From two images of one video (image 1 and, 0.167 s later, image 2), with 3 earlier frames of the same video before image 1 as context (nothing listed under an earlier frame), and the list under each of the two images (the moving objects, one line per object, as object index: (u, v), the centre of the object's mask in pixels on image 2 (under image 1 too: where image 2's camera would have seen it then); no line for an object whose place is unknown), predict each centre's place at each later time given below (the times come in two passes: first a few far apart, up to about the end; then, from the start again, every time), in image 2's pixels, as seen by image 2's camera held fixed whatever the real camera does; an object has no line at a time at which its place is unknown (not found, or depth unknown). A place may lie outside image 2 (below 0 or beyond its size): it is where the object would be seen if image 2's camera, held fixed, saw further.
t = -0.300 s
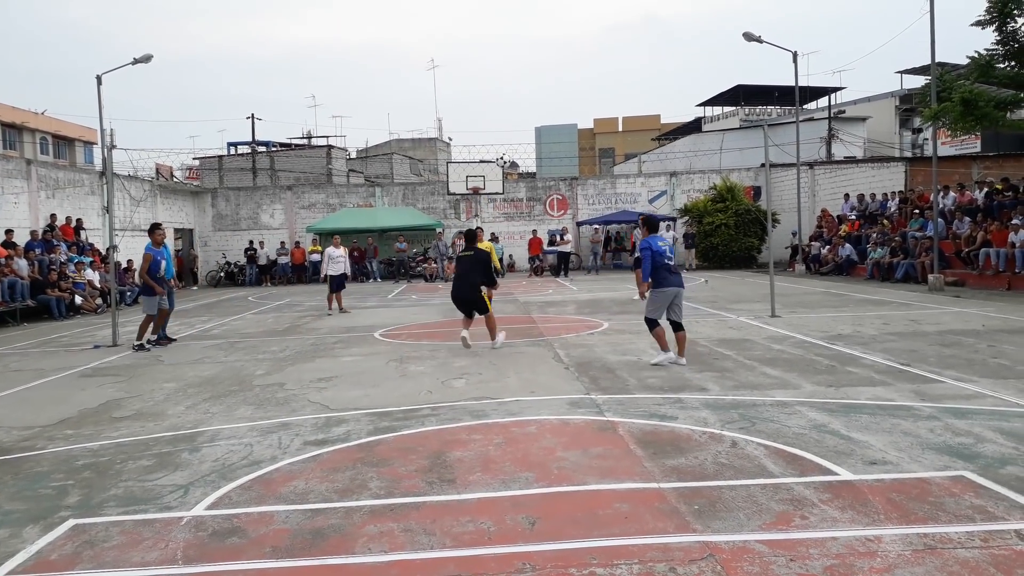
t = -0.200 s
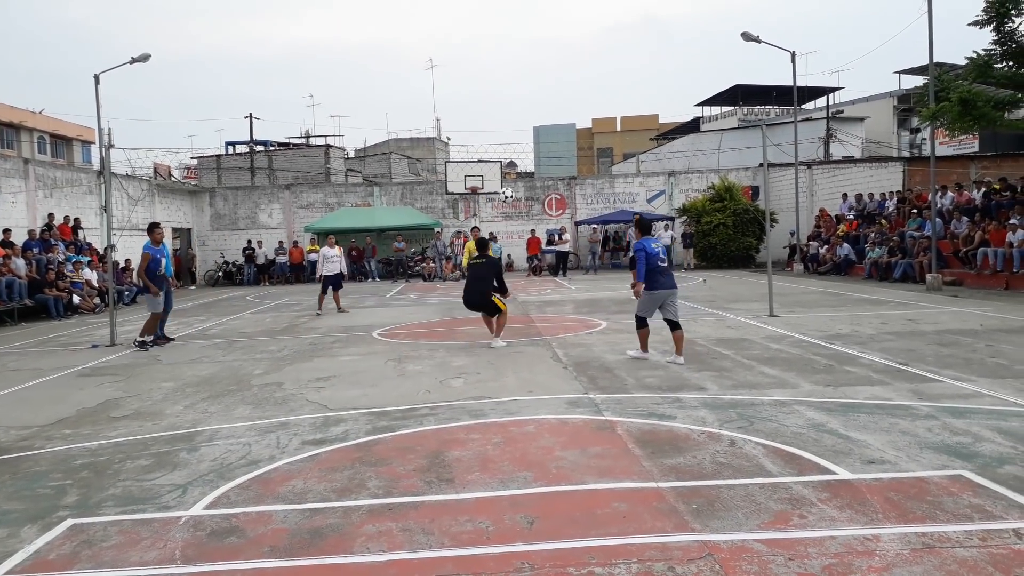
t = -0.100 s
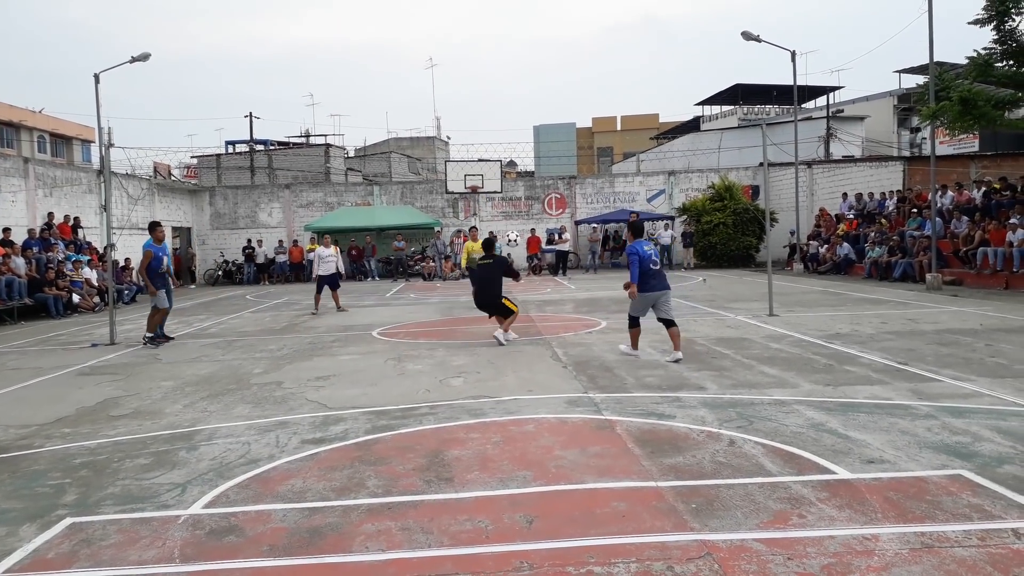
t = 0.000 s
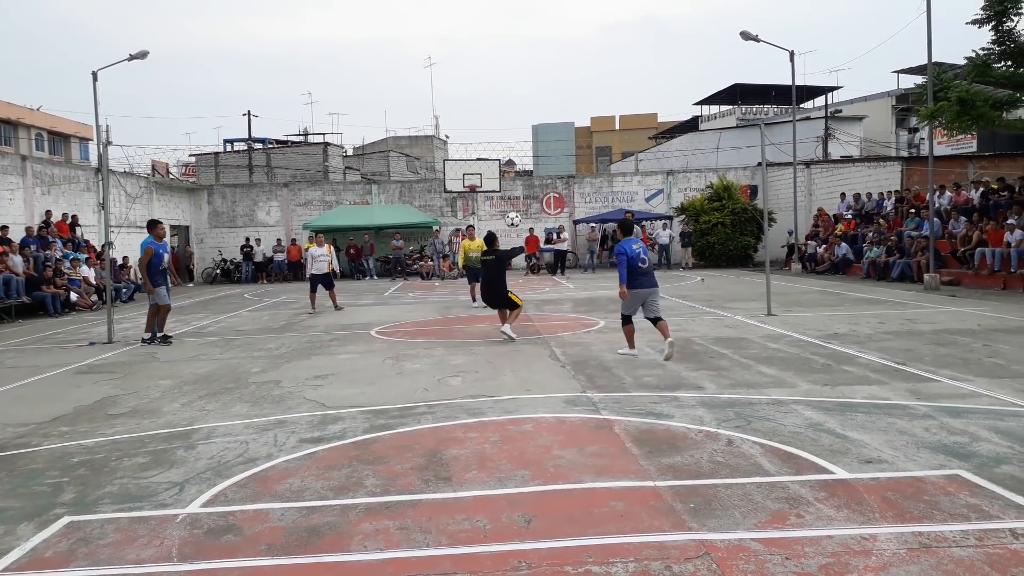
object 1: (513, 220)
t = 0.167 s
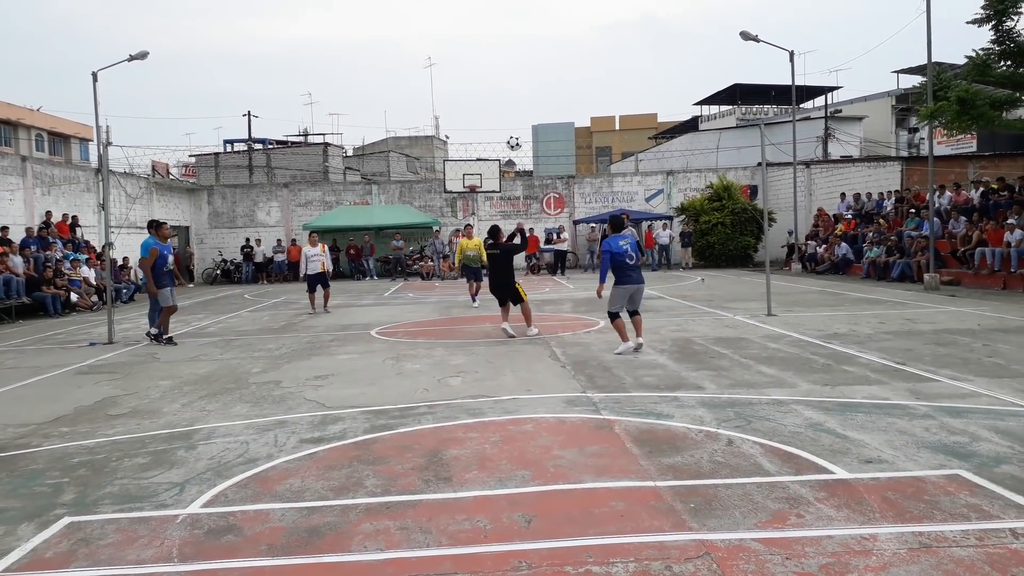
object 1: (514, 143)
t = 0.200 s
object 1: (514, 130)
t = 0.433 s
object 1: (518, 60)
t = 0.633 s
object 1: (523, 33)
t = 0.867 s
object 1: (530, 39)
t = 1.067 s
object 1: (536, 76)
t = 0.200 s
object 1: (514, 130)
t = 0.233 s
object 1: (515, 117)
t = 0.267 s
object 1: (515, 106)
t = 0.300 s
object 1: (516, 96)
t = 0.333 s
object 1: (516, 85)
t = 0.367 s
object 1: (517, 76)
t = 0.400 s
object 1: (517, 67)
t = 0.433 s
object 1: (518, 60)
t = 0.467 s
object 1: (519, 53)
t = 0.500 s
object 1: (519, 48)
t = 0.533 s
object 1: (520, 43)
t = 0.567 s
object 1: (521, 39)
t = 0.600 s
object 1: (522, 36)
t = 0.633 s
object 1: (523, 33)
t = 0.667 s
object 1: (524, 31)
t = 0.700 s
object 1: (525, 30)
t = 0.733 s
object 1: (525, 30)
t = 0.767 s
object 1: (526, 31)
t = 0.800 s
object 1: (528, 33)
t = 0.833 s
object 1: (529, 35)
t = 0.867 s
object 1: (530, 39)
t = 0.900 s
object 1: (531, 43)
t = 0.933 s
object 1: (532, 48)
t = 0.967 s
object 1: (533, 54)
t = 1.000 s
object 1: (534, 61)
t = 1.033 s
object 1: (535, 68)
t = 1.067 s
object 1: (536, 76)
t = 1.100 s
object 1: (538, 85)
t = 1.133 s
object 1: (539, 95)
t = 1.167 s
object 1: (541, 105)
